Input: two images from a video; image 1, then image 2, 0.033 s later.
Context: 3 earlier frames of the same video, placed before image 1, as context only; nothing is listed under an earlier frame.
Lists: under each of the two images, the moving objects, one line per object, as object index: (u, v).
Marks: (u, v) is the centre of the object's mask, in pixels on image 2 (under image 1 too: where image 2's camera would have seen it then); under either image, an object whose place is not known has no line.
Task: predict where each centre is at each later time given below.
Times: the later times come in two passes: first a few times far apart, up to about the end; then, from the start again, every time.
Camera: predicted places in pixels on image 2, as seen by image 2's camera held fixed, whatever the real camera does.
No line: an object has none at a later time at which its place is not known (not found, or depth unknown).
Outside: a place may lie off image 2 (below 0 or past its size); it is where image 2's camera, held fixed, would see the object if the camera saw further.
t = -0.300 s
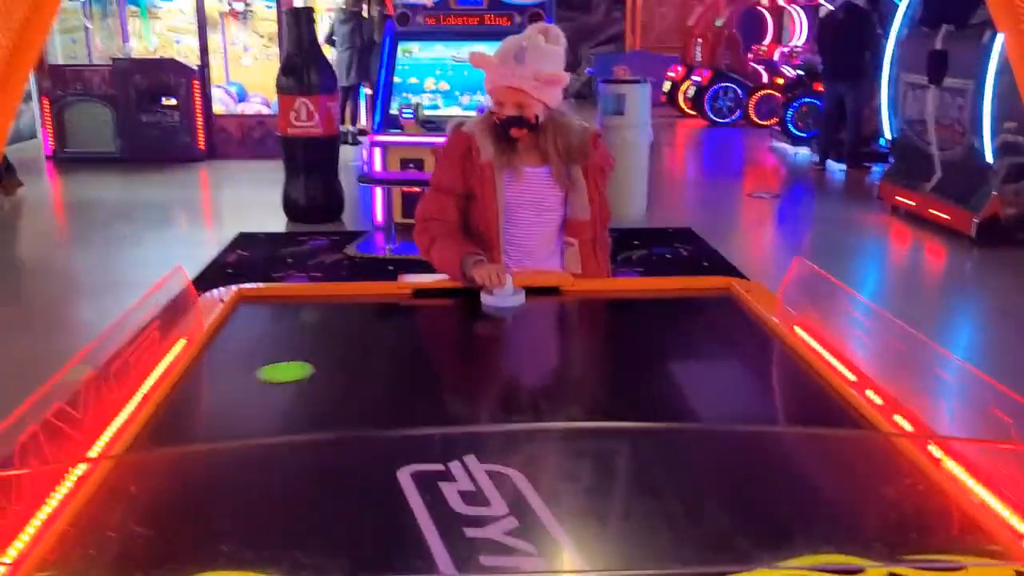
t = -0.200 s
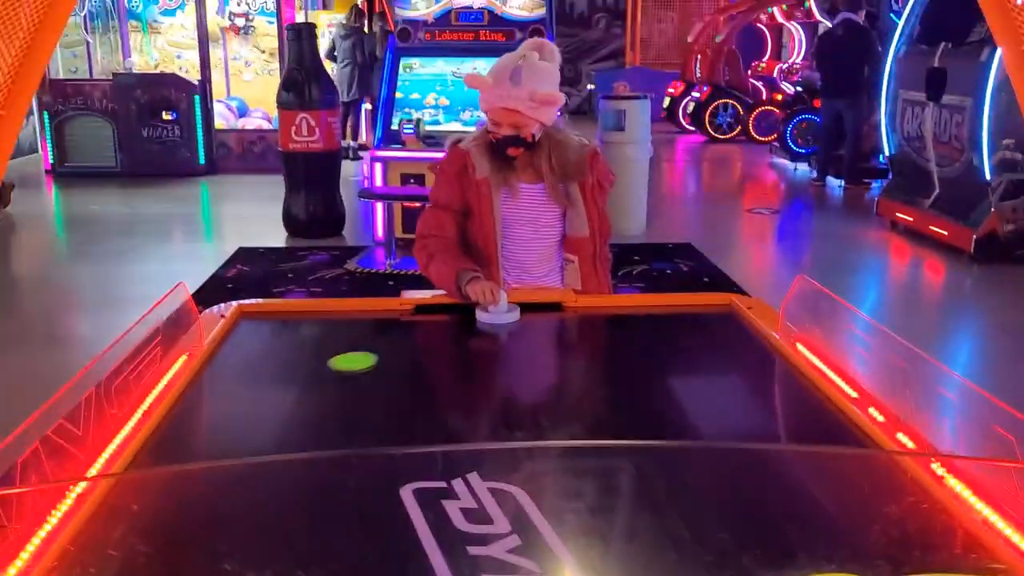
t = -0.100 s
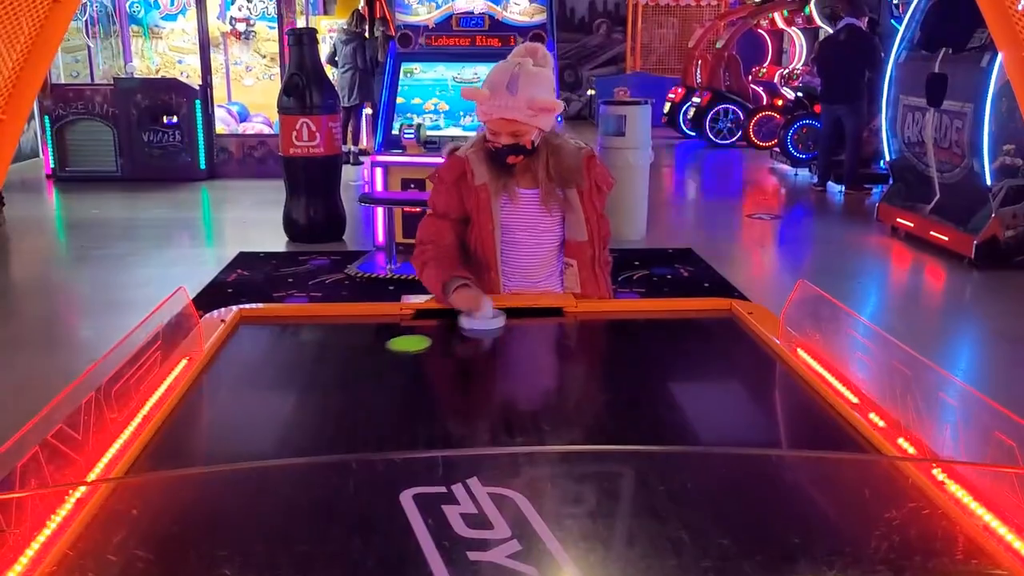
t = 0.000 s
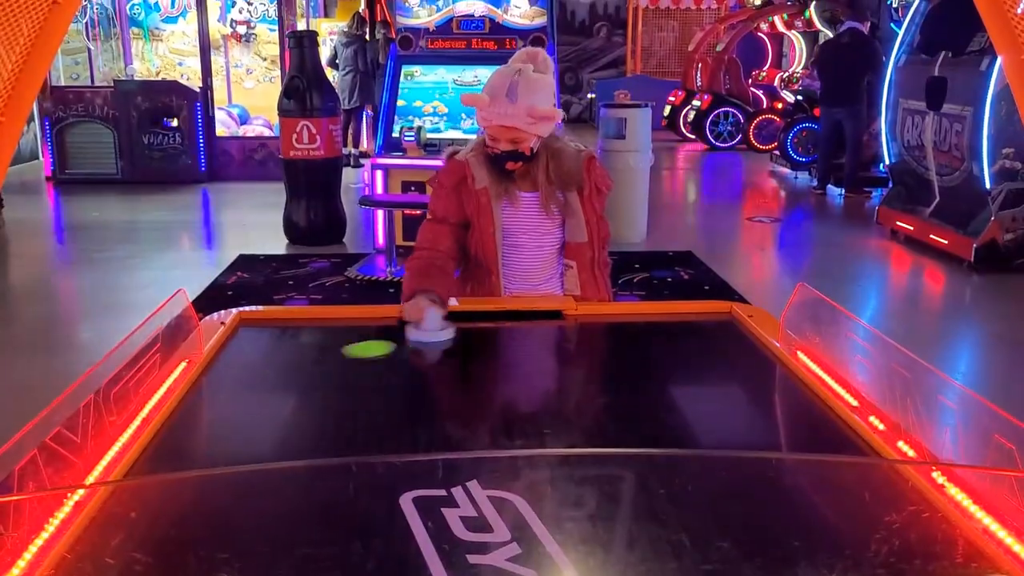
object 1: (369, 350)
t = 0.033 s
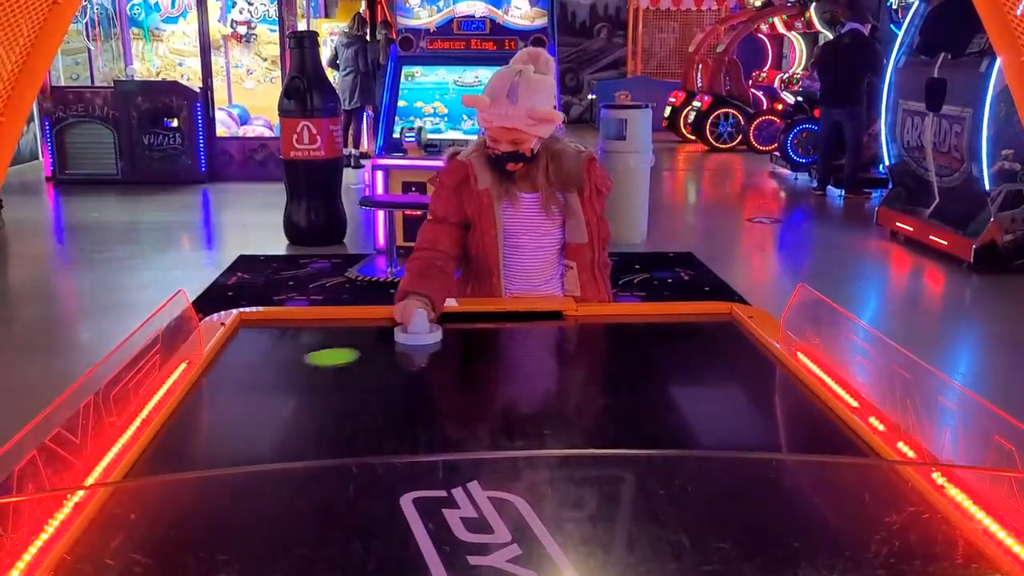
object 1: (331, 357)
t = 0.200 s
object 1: (284, 389)
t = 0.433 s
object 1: (497, 422)
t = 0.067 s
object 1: (292, 365)
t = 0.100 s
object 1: (244, 373)
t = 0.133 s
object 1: (227, 380)
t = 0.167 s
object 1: (255, 385)
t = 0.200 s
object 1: (284, 389)
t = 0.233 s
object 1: (313, 393)
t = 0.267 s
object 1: (343, 398)
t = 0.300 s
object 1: (373, 403)
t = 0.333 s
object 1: (403, 408)
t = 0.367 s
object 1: (434, 413)
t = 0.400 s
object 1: (465, 417)
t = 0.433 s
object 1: (497, 422)
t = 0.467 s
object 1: (527, 427)
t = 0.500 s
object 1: (559, 432)
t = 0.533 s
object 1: (592, 436)
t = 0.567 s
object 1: (625, 440)
